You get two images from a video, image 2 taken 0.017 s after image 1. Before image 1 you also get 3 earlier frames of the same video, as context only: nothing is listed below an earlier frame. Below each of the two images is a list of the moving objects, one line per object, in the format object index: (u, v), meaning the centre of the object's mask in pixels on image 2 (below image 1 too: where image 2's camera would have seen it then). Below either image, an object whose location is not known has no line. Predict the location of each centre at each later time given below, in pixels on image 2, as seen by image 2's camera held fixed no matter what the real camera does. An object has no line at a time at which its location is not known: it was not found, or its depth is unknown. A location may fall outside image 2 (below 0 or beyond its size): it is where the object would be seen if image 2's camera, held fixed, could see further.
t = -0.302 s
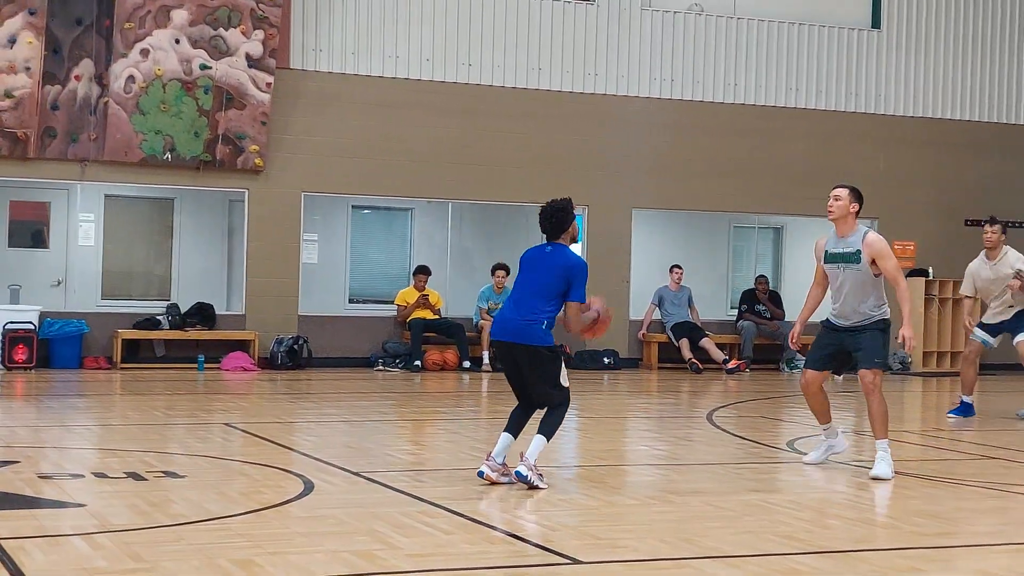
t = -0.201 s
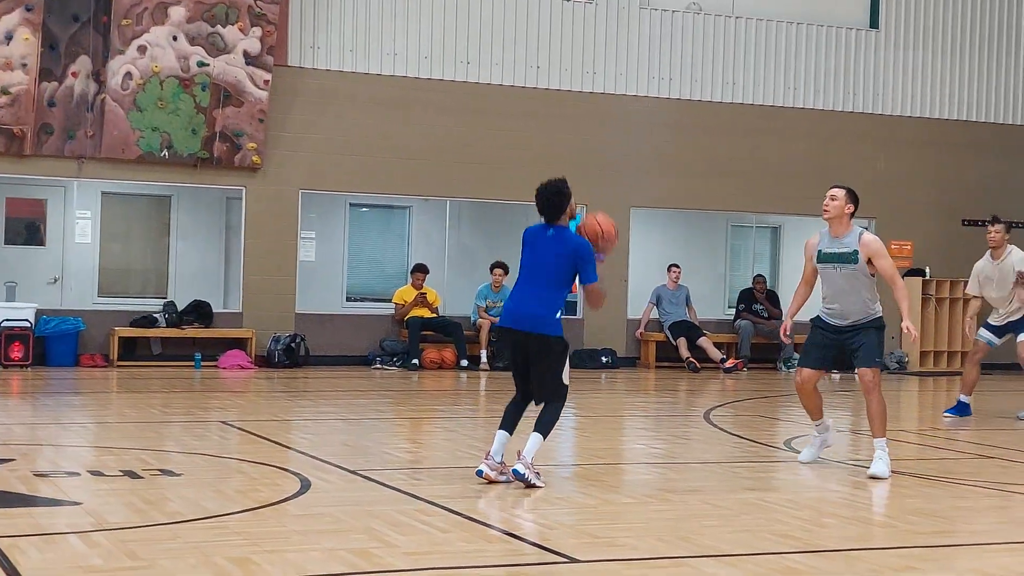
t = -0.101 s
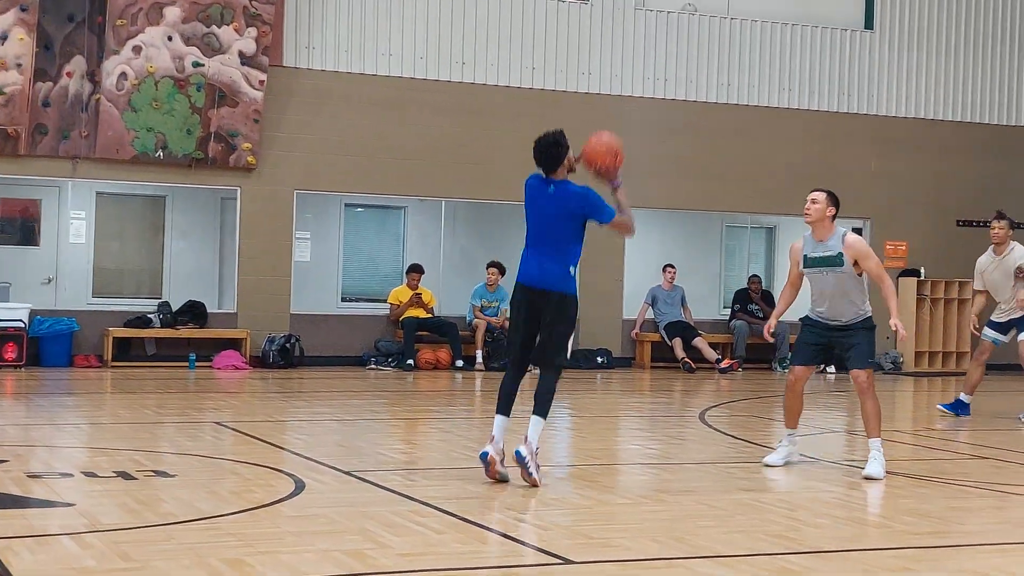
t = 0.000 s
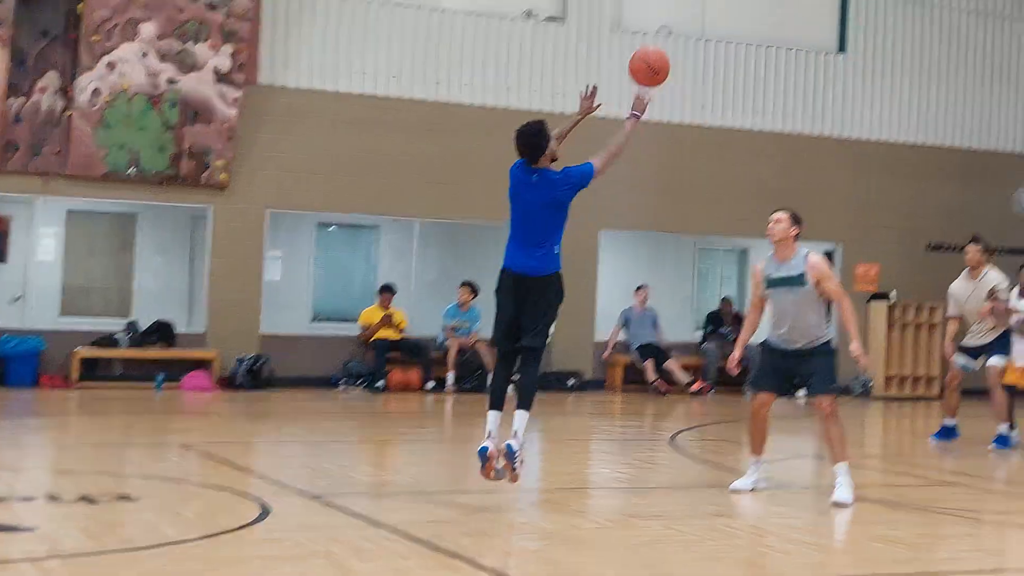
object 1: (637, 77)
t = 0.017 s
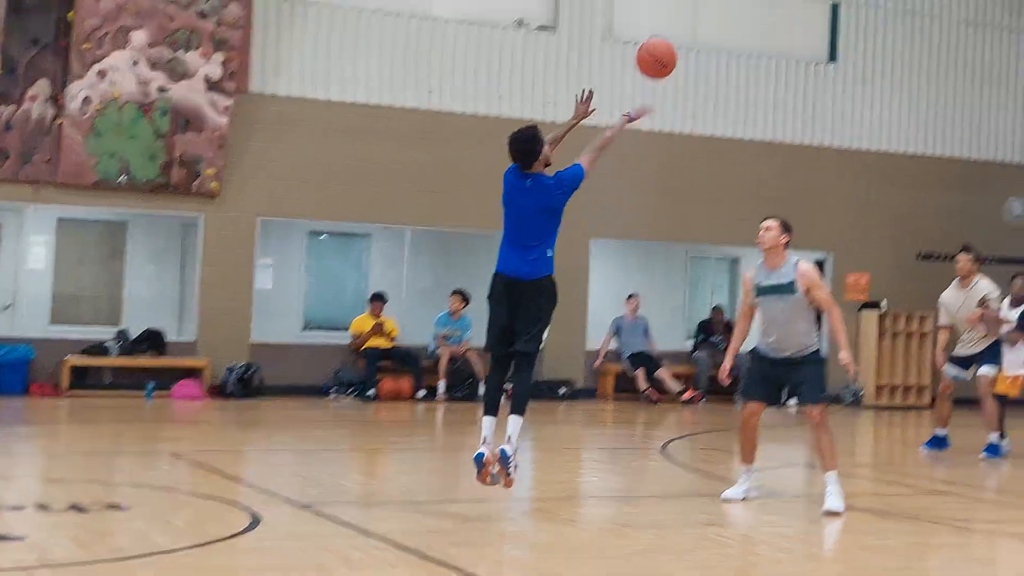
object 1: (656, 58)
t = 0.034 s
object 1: (675, 42)
